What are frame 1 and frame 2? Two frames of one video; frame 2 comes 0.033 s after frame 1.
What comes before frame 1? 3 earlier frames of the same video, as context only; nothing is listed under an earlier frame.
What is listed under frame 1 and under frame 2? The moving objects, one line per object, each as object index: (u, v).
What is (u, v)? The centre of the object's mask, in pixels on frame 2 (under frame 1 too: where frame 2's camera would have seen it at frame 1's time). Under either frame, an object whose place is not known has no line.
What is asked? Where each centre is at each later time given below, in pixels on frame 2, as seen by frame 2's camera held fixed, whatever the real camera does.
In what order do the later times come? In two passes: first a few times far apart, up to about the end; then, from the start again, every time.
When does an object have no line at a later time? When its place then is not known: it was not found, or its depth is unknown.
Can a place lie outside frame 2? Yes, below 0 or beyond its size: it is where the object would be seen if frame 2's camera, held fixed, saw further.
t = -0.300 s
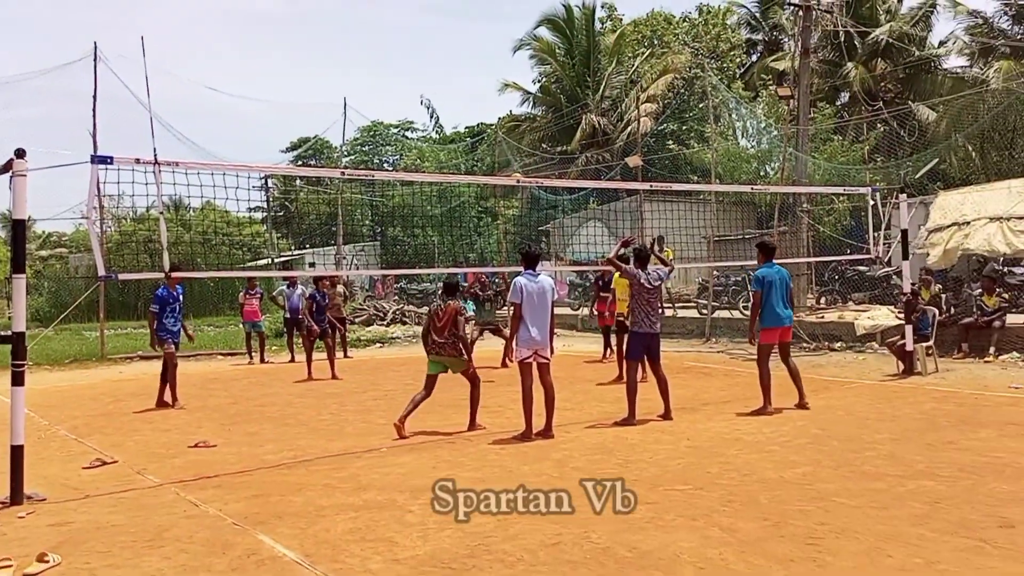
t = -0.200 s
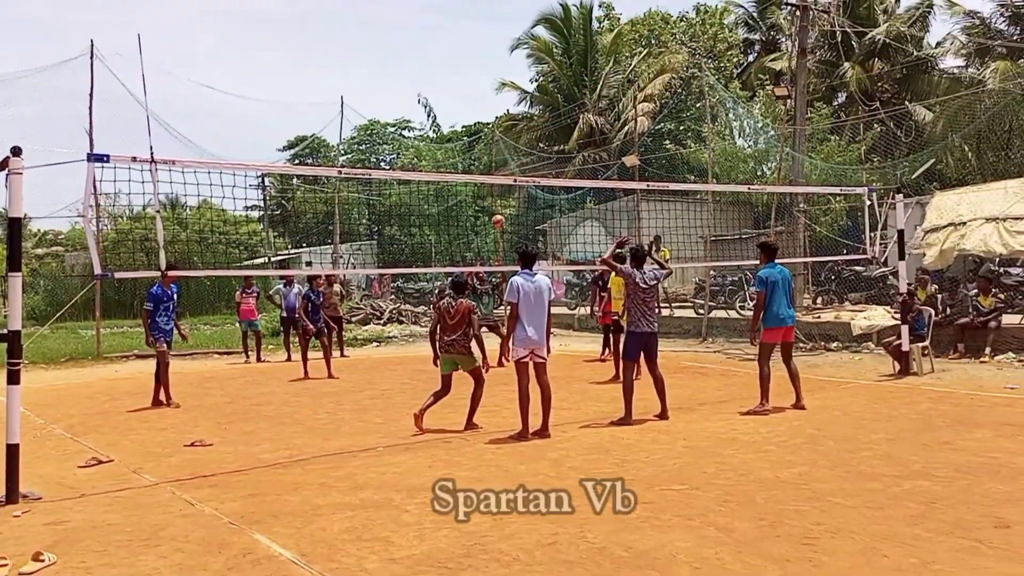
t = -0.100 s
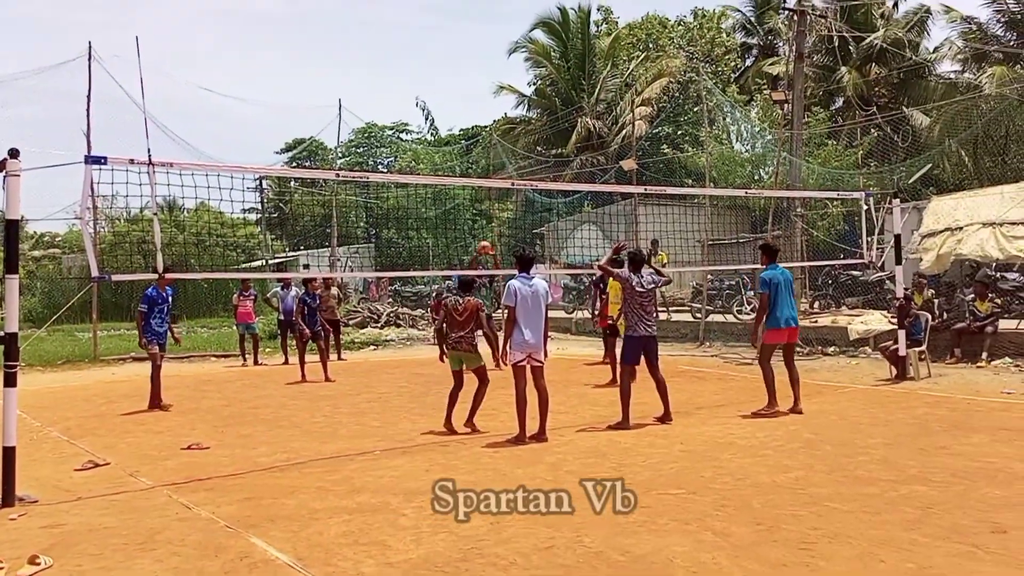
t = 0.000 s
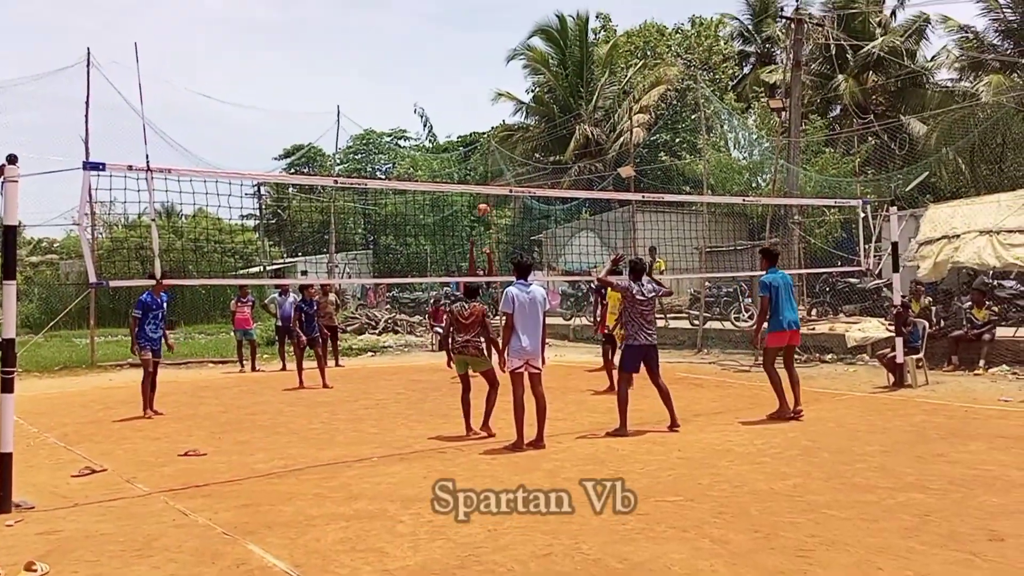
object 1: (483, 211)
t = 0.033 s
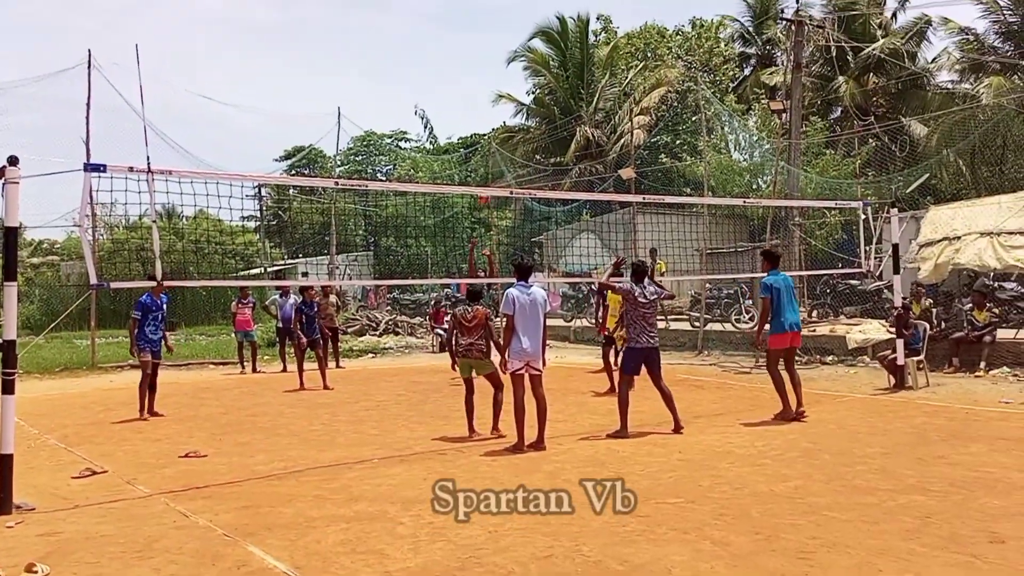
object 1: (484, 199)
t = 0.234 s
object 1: (485, 128)
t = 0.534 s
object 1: (488, 65)
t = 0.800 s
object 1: (491, 58)
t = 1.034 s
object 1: (494, 99)
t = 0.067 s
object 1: (484, 183)
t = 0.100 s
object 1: (484, 172)
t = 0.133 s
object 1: (485, 160)
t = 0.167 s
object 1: (485, 149)
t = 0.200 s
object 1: (485, 138)
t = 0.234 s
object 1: (485, 128)
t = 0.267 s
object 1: (486, 119)
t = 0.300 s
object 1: (486, 110)
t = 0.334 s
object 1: (486, 101)
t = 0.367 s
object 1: (487, 93)
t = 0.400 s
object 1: (487, 87)
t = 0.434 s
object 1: (488, 80)
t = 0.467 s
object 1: (488, 74)
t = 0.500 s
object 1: (488, 69)
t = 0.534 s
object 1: (488, 65)
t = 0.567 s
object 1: (489, 61)
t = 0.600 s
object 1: (489, 58)
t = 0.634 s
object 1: (490, 56)
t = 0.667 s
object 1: (490, 55)
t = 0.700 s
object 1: (490, 54)
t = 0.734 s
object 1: (490, 55)
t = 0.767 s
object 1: (491, 56)
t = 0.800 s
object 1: (491, 58)
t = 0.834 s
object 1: (492, 61)
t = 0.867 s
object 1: (492, 65)
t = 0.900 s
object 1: (492, 70)
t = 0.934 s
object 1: (493, 76)
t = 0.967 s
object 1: (493, 82)
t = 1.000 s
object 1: (494, 90)
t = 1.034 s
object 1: (494, 99)
